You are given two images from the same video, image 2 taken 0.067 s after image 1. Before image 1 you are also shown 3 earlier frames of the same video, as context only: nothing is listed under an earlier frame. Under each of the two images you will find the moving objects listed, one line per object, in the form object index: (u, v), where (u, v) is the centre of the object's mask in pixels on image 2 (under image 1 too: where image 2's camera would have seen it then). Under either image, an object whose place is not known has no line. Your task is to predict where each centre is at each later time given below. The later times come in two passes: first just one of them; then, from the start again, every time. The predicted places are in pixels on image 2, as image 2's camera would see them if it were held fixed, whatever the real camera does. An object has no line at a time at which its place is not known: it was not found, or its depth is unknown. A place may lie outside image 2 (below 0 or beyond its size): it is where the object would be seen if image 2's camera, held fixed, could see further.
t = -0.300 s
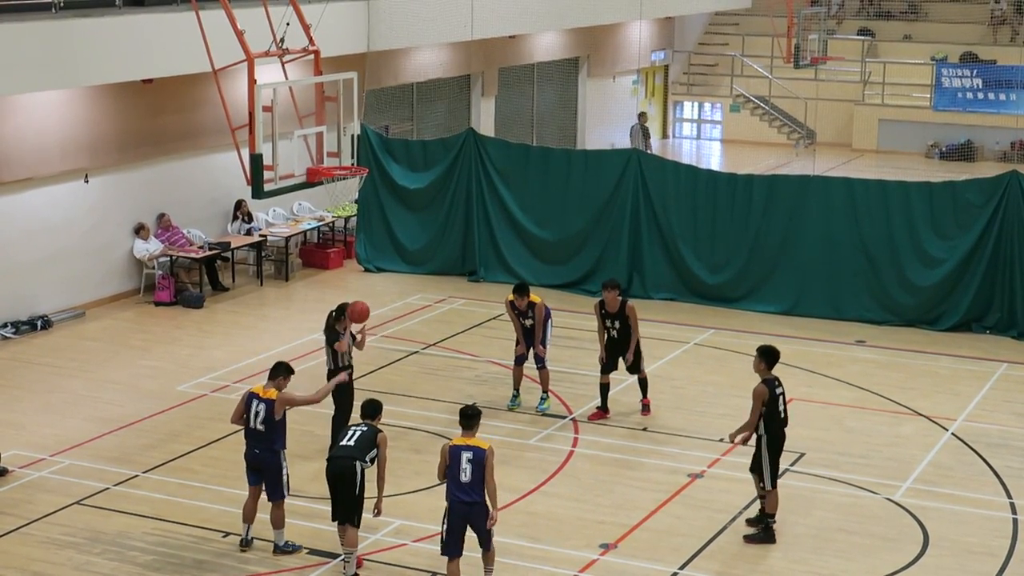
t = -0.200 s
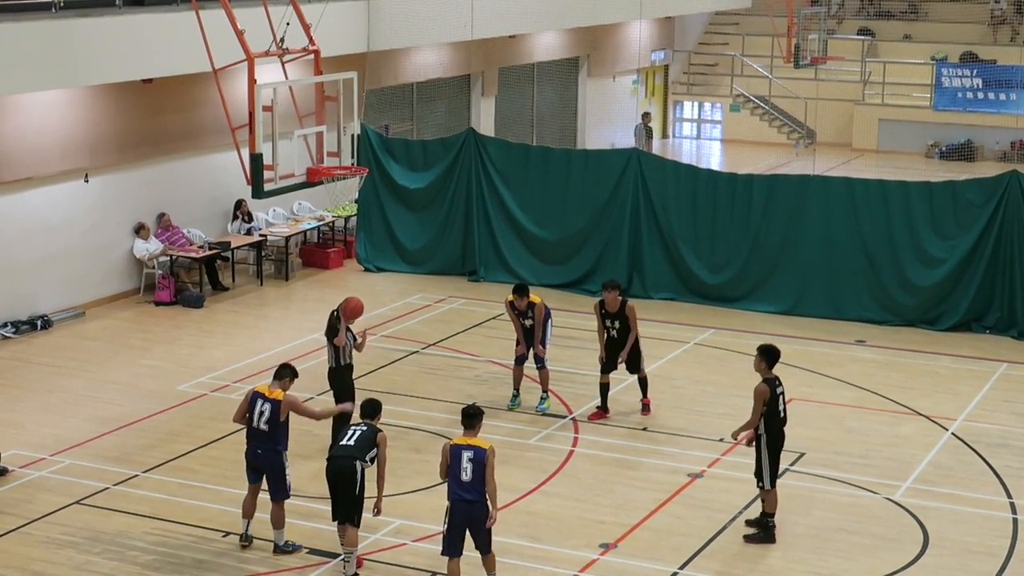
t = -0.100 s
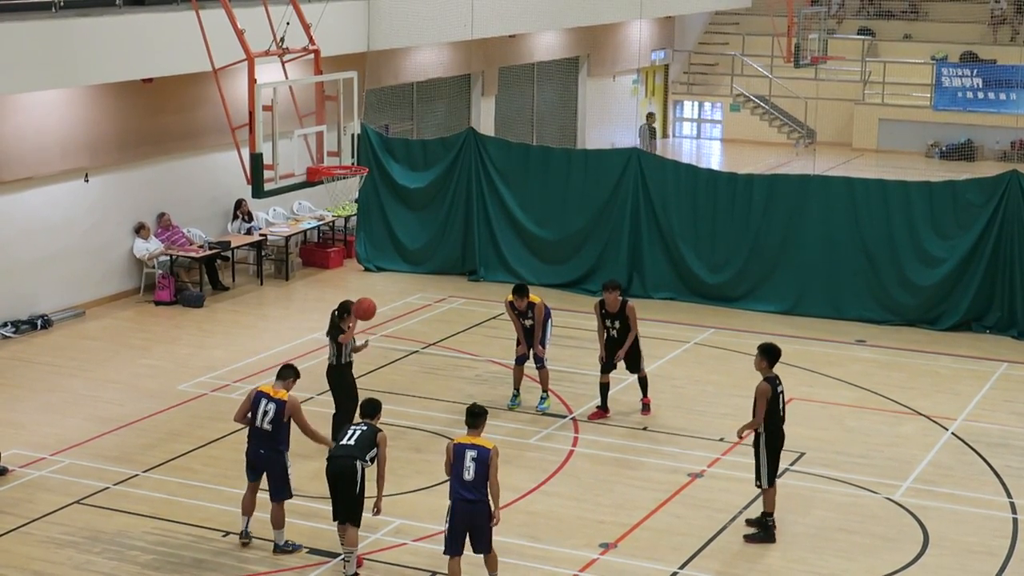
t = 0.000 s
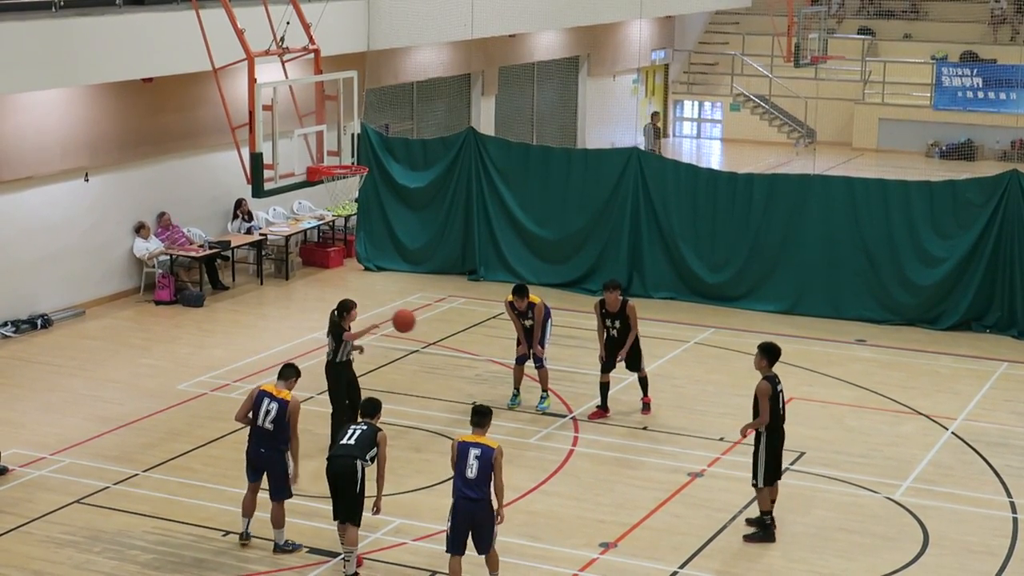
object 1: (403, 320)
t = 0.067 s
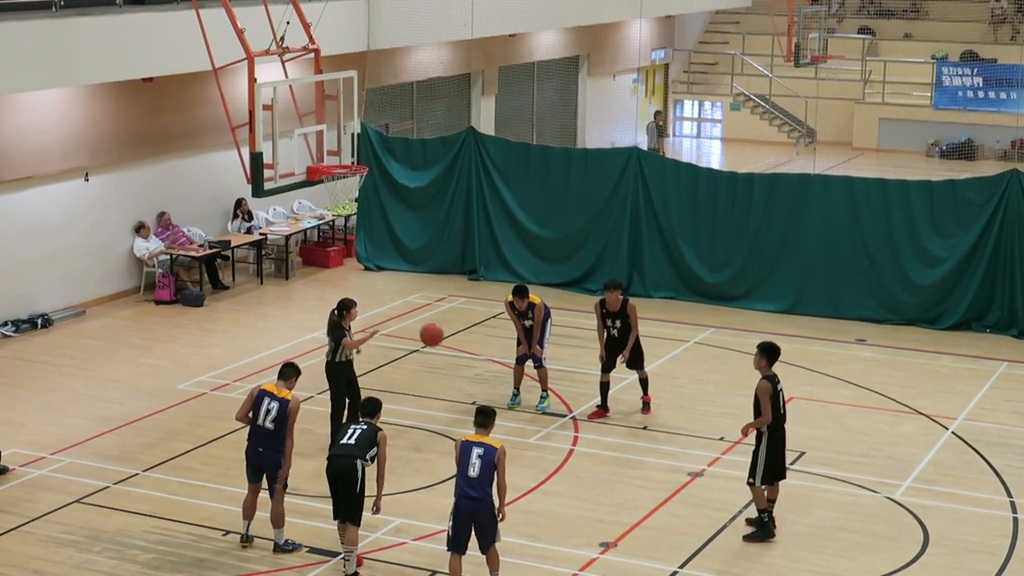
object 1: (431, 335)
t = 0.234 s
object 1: (501, 389)
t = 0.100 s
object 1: (445, 343)
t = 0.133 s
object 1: (460, 353)
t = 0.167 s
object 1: (474, 364)
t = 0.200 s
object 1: (488, 376)
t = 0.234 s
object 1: (501, 389)
